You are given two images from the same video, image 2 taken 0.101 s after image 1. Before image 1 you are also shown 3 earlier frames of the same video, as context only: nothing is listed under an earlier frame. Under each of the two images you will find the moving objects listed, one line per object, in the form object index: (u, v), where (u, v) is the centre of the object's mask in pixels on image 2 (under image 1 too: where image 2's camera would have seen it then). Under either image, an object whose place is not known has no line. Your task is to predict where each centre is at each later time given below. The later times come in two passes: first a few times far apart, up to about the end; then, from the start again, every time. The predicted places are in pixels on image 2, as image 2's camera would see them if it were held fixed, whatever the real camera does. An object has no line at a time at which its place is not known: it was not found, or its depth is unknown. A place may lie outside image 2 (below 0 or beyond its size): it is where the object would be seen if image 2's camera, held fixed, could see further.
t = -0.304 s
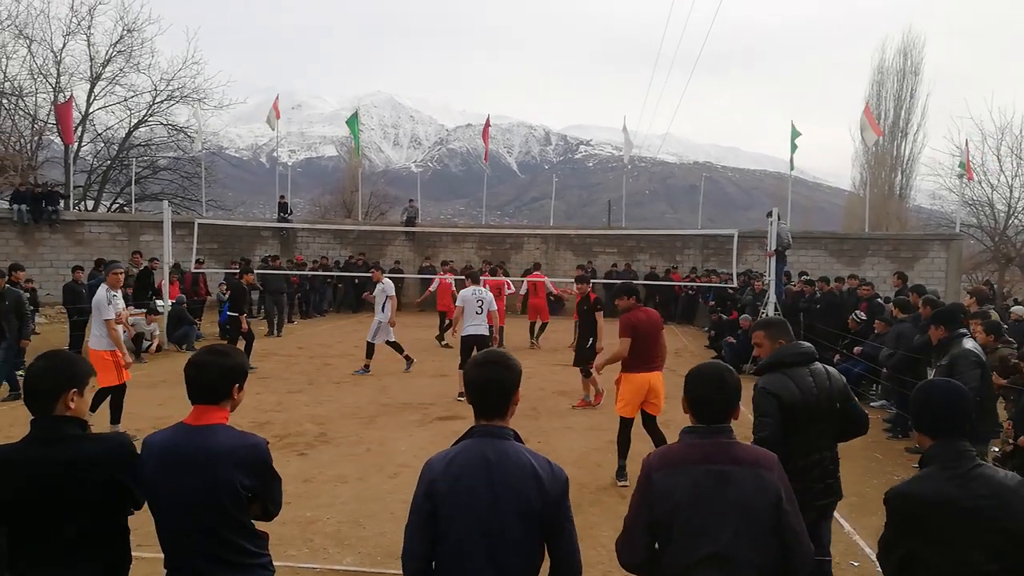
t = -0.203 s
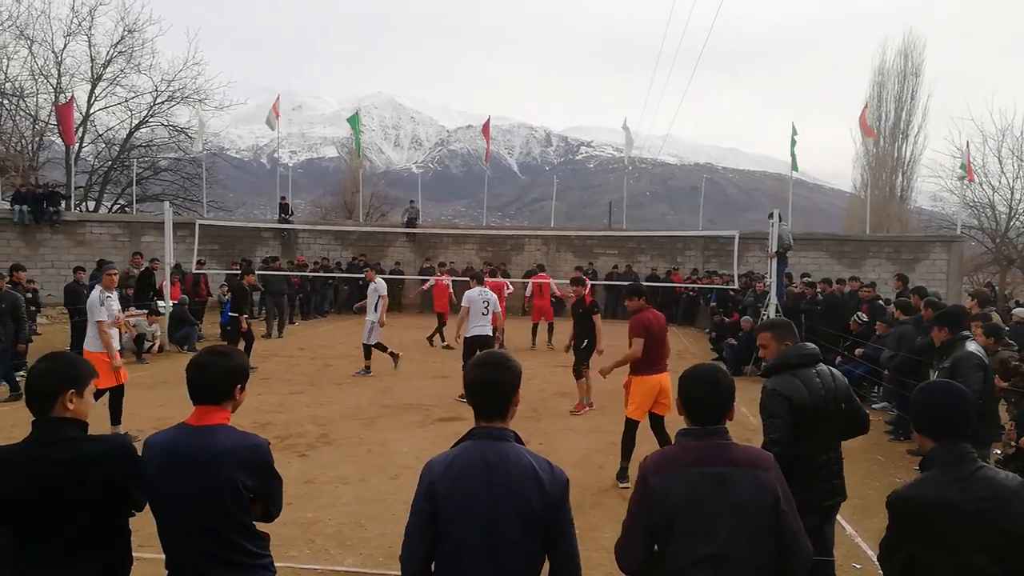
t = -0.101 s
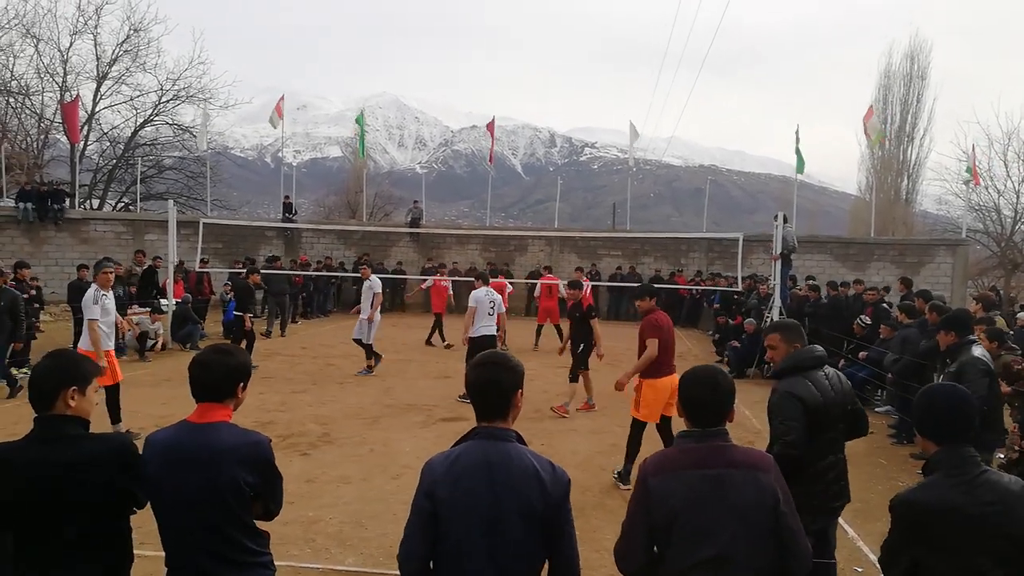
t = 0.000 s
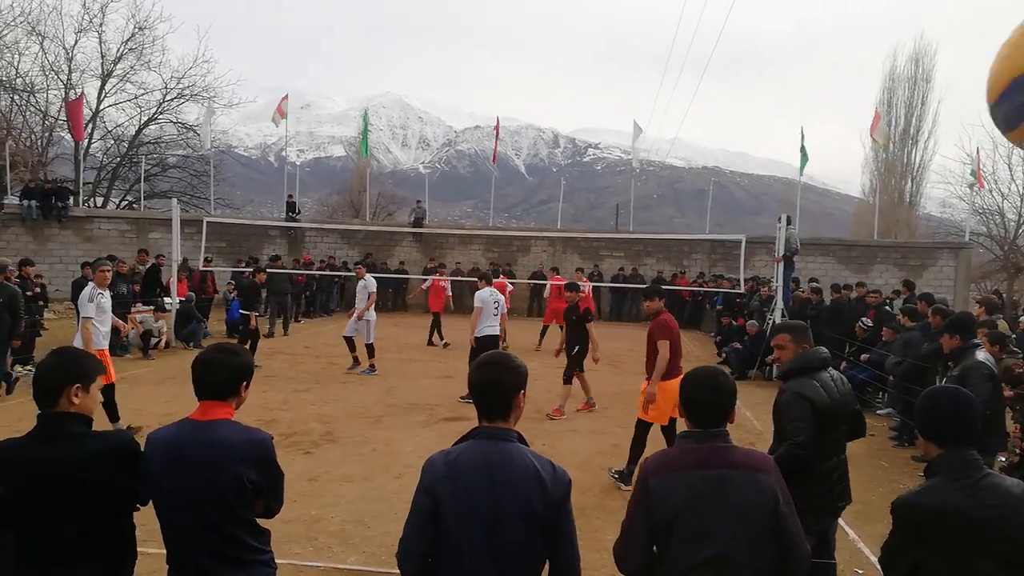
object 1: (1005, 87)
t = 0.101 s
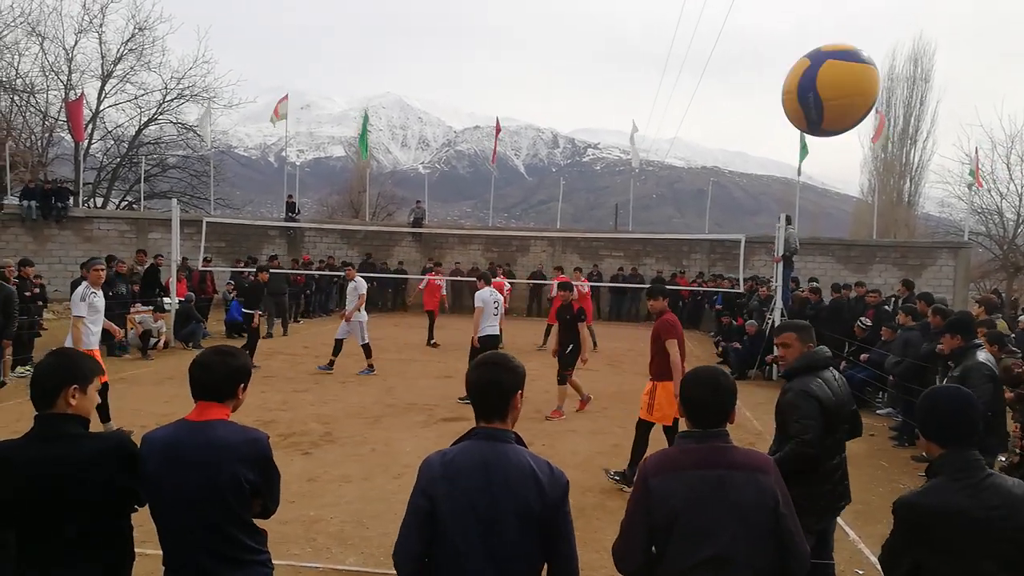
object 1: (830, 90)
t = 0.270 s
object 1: (712, 154)
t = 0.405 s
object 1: (675, 210)
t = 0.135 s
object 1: (792, 102)
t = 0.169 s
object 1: (764, 115)
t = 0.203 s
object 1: (743, 129)
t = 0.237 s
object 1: (726, 142)
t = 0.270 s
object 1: (712, 154)
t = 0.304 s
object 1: (700, 168)
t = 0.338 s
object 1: (690, 182)
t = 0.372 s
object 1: (682, 196)
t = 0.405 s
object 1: (675, 210)
